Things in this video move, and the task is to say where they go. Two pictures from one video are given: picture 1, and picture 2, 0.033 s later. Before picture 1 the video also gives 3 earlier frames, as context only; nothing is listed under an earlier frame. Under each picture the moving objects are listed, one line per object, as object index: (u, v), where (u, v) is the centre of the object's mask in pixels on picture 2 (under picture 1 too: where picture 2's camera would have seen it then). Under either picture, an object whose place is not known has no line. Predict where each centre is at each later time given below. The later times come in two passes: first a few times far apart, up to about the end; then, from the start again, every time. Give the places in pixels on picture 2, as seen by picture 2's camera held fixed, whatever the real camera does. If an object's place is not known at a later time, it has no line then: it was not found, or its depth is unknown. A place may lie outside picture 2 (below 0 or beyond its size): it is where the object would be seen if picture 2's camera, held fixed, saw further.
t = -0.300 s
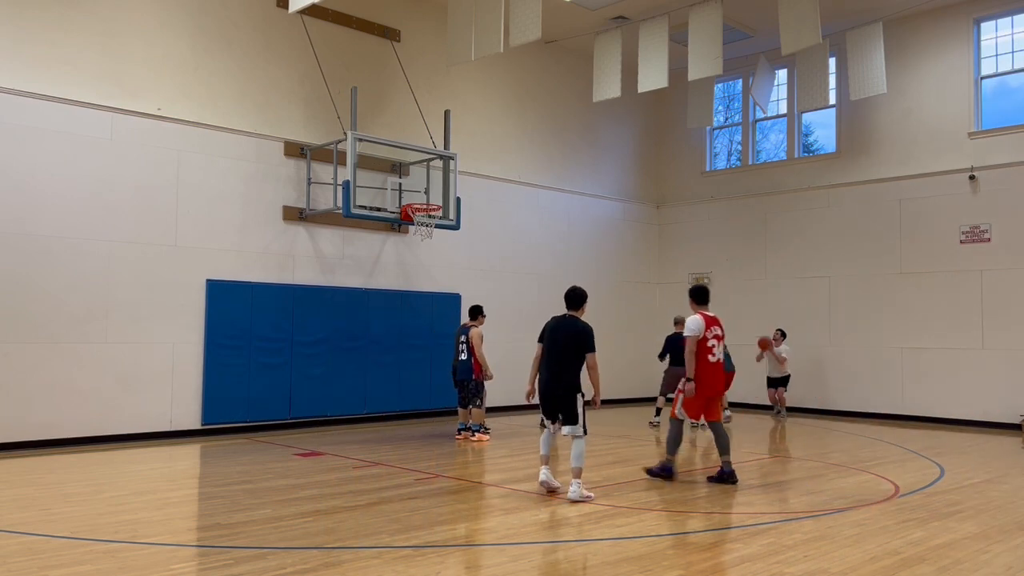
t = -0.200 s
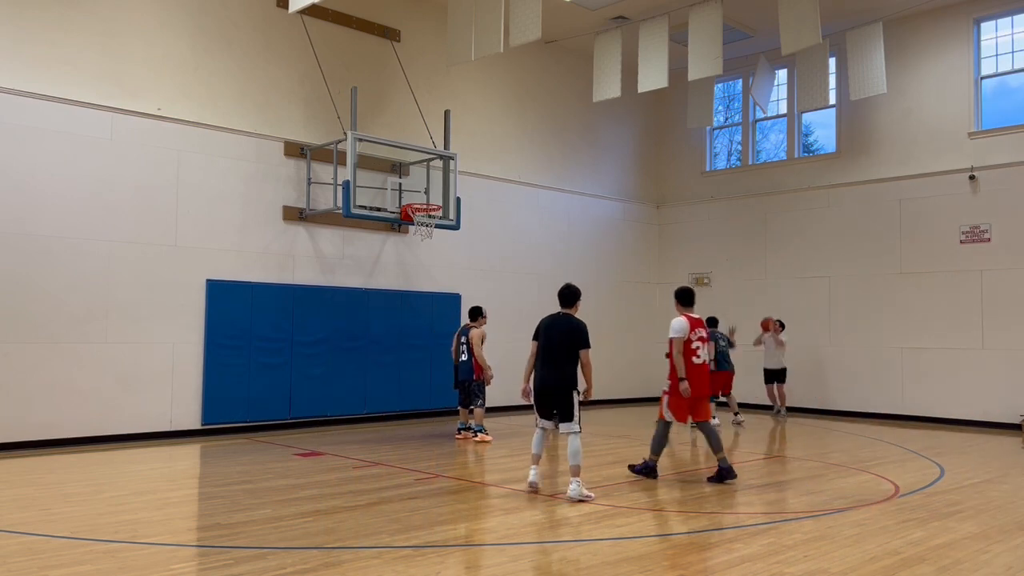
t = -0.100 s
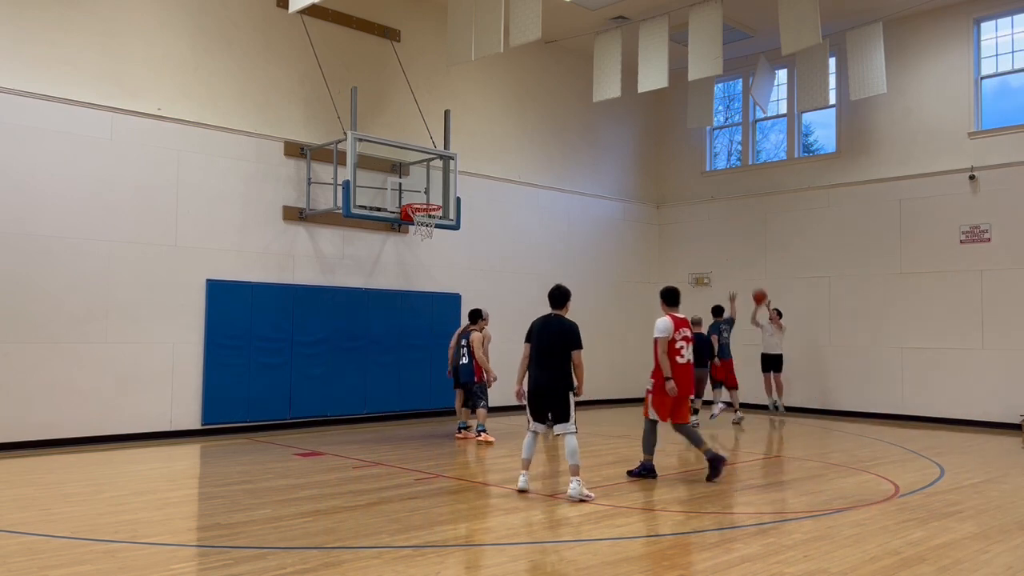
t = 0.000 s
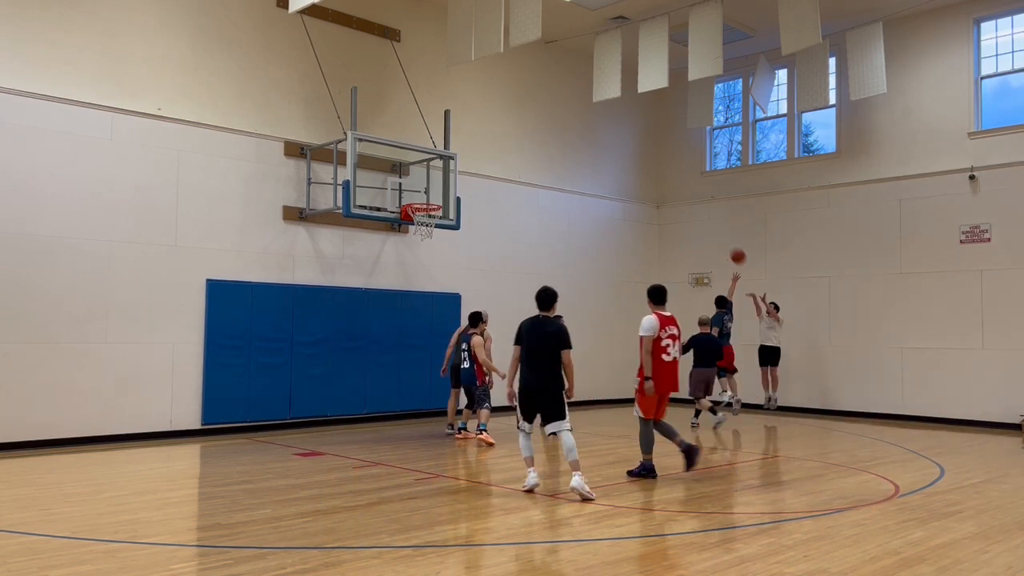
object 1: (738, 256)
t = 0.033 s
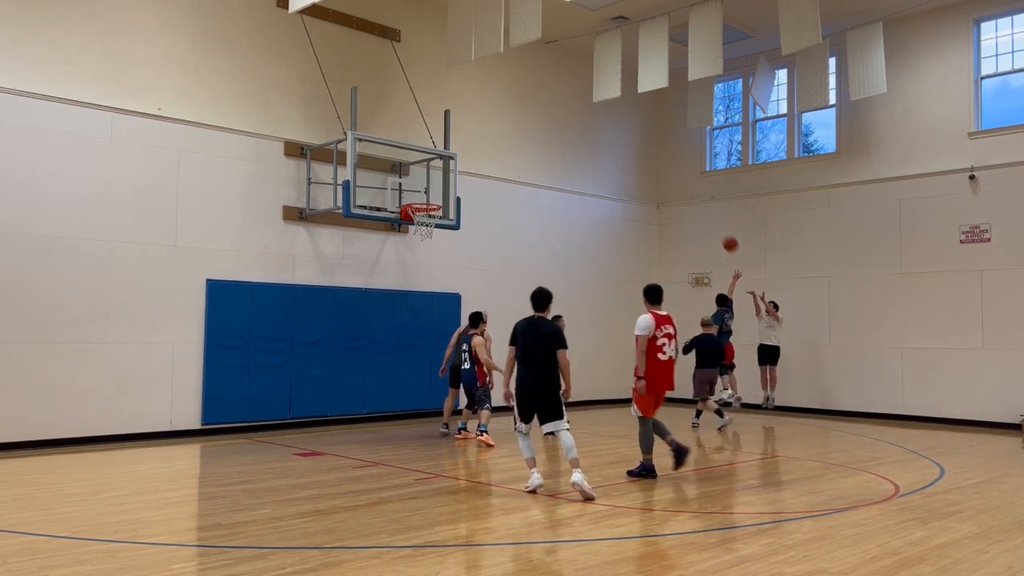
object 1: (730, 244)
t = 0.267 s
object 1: (674, 173)
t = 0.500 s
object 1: (615, 131)
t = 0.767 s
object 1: (541, 123)
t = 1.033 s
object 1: (461, 163)
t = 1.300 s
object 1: (405, 180)
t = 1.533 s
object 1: (408, 176)
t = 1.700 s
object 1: (420, 193)
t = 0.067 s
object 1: (722, 232)
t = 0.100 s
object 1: (714, 221)
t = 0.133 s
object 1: (707, 211)
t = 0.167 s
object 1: (698, 200)
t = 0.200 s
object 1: (690, 191)
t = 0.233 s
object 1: (683, 182)
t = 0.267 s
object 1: (674, 173)
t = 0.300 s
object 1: (666, 165)
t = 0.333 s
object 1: (658, 158)
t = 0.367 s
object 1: (649, 151)
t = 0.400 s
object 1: (641, 145)
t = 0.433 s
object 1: (632, 140)
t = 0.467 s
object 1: (624, 135)
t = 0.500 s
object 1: (615, 131)
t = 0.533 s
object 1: (606, 128)
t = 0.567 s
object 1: (597, 125)
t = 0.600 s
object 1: (588, 123)
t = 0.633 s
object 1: (579, 122)
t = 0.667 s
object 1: (570, 121)
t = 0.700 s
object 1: (560, 121)
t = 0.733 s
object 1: (551, 121)
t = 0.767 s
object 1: (541, 123)
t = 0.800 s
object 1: (532, 125)
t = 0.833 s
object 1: (522, 128)
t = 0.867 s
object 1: (512, 132)
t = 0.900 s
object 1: (502, 136)
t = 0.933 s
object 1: (492, 141)
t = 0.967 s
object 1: (482, 148)
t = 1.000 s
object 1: (471, 155)
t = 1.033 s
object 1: (461, 163)
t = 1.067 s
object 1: (451, 172)
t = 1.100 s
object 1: (439, 181)
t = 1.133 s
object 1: (428, 192)
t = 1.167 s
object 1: (421, 195)
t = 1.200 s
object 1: (417, 190)
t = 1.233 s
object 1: (413, 185)
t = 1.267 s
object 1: (409, 182)
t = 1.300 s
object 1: (405, 180)
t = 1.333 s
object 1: (402, 178)
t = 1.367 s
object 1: (398, 178)
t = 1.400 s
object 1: (399, 176)
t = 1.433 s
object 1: (401, 175)
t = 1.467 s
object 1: (403, 175)
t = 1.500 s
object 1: (406, 175)
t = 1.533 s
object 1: (408, 176)
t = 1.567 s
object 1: (411, 177)
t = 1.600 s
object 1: (413, 180)
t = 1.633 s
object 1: (415, 183)
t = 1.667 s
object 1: (418, 188)
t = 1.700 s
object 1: (420, 193)
